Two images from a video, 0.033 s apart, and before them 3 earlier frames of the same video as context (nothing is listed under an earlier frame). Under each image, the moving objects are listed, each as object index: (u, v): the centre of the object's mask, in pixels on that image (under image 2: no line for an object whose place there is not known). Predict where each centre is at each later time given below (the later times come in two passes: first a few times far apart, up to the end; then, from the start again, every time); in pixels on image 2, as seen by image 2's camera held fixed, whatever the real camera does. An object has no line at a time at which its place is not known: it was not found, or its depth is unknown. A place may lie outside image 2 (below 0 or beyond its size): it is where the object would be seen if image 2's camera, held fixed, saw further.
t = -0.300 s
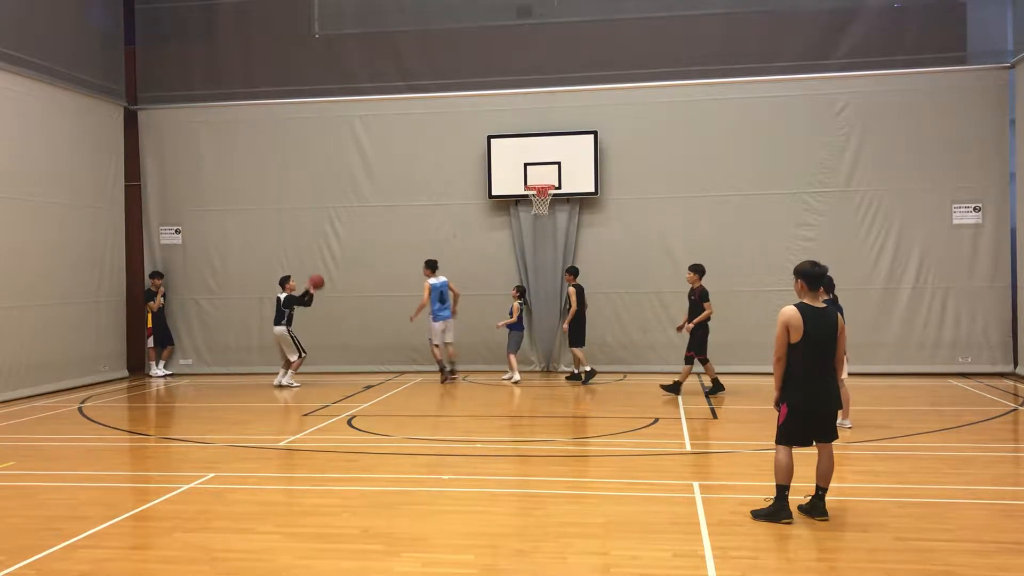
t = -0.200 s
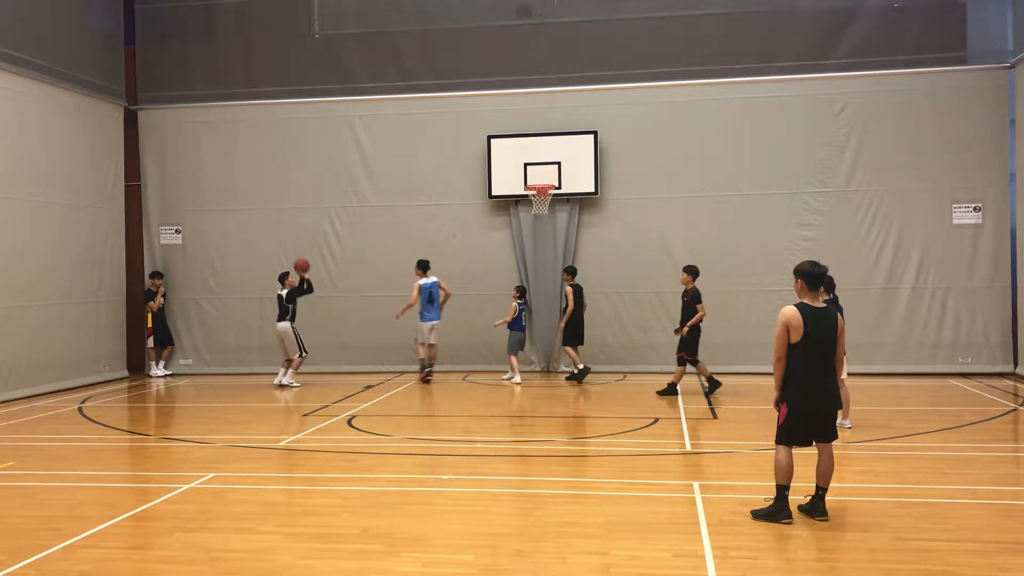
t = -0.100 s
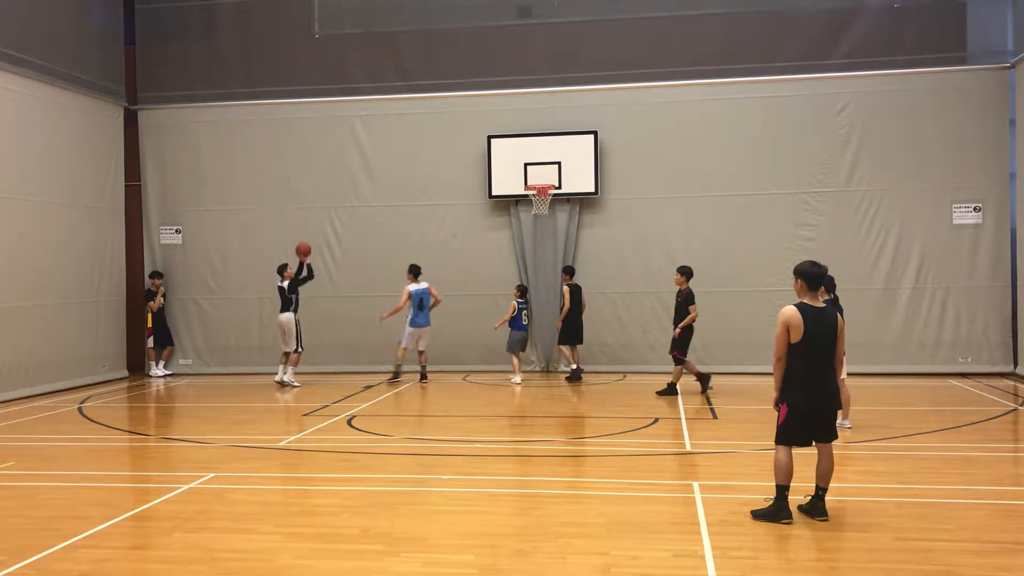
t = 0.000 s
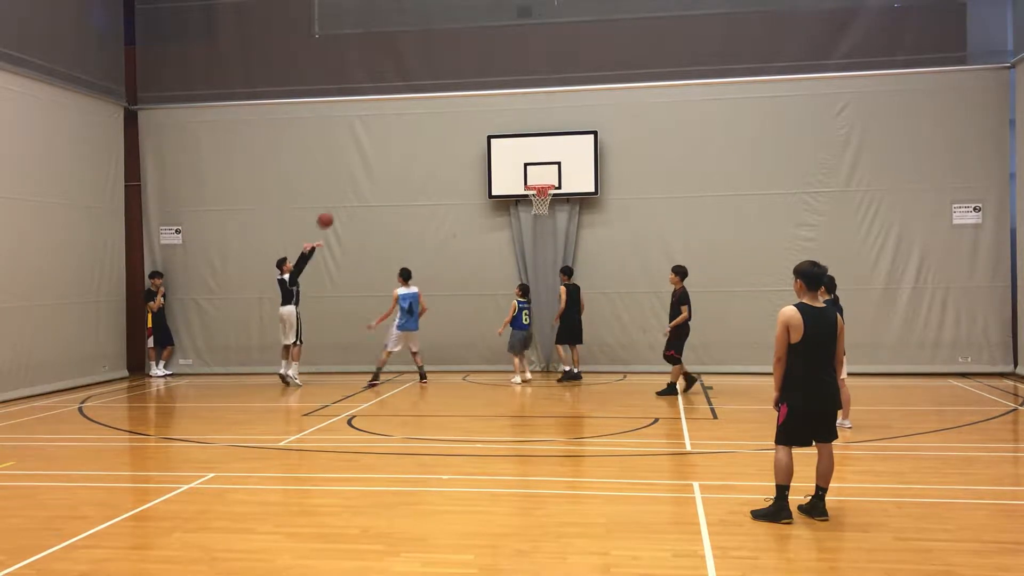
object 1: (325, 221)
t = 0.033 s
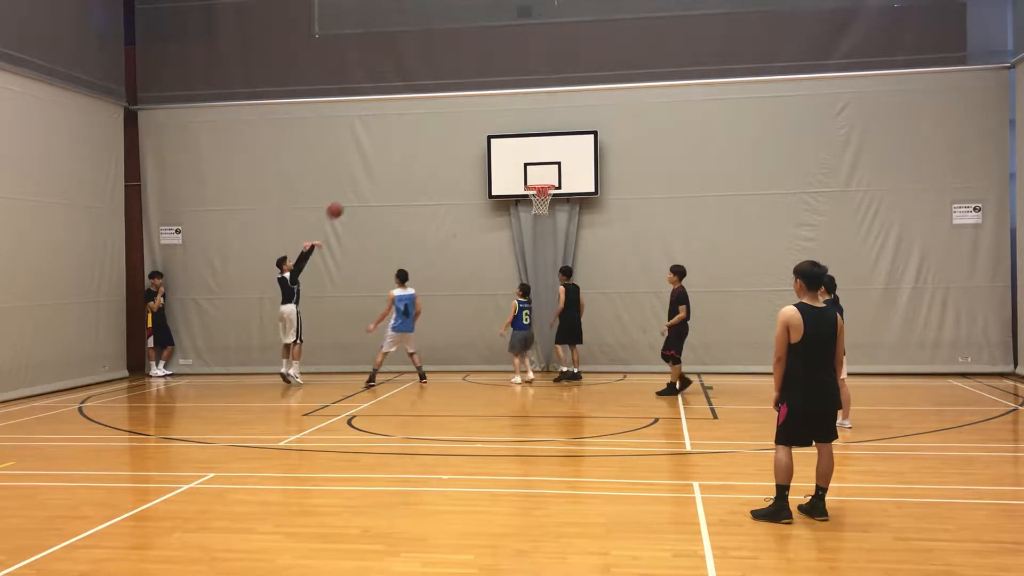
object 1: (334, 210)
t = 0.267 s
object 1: (402, 162)
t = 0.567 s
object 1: (484, 149)
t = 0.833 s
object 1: (537, 174)
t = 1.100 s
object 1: (542, 191)
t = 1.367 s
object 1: (533, 216)
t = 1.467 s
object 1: (537, 231)
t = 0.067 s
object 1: (344, 201)
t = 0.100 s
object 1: (354, 193)
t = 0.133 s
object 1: (364, 186)
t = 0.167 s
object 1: (373, 179)
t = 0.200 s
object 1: (383, 172)
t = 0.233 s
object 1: (392, 167)
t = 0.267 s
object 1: (402, 162)
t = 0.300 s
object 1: (412, 158)
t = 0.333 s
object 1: (421, 155)
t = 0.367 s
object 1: (430, 152)
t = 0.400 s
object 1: (439, 150)
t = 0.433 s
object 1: (448, 148)
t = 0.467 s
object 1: (457, 148)
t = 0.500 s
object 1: (465, 148)
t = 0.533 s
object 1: (474, 149)
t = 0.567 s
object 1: (484, 149)
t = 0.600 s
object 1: (493, 151)
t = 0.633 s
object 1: (502, 154)
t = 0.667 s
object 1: (511, 157)
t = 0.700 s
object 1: (517, 159)
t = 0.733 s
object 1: (521, 162)
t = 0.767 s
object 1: (527, 165)
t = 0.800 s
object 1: (531, 169)
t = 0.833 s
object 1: (537, 174)
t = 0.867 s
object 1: (542, 179)
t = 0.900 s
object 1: (545, 182)
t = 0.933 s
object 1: (540, 187)
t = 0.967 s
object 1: (539, 191)
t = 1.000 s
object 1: (538, 189)
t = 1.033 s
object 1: (540, 190)
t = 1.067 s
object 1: (542, 191)
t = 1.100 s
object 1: (542, 191)
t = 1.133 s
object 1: (543, 192)
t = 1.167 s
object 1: (537, 192)
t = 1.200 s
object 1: (539, 190)
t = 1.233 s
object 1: (542, 193)
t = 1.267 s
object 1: (542, 194)
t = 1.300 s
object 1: (531, 205)
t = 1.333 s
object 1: (531, 213)
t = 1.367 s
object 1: (533, 216)
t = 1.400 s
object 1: (534, 220)
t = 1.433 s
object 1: (536, 225)
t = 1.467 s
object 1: (537, 231)
